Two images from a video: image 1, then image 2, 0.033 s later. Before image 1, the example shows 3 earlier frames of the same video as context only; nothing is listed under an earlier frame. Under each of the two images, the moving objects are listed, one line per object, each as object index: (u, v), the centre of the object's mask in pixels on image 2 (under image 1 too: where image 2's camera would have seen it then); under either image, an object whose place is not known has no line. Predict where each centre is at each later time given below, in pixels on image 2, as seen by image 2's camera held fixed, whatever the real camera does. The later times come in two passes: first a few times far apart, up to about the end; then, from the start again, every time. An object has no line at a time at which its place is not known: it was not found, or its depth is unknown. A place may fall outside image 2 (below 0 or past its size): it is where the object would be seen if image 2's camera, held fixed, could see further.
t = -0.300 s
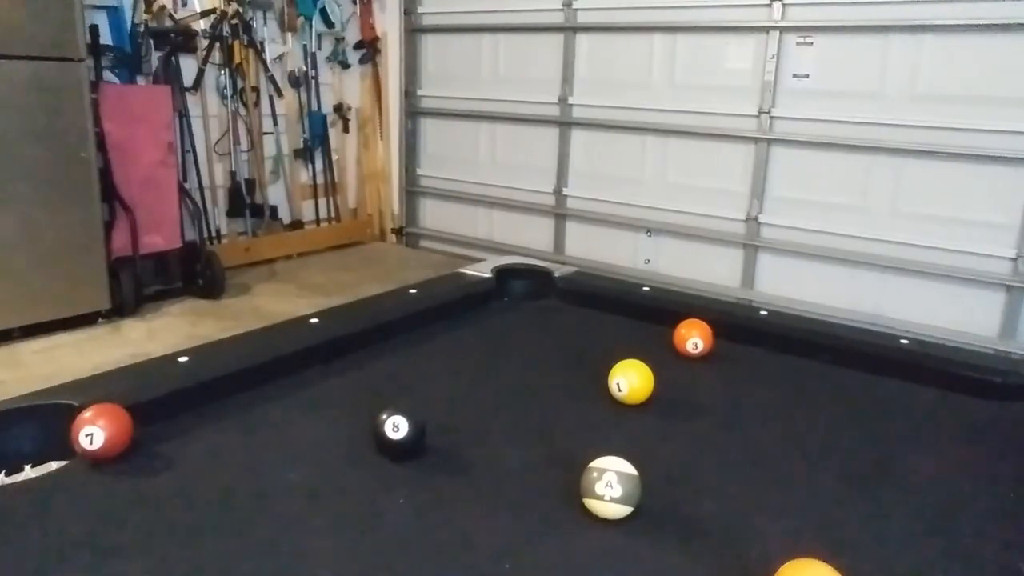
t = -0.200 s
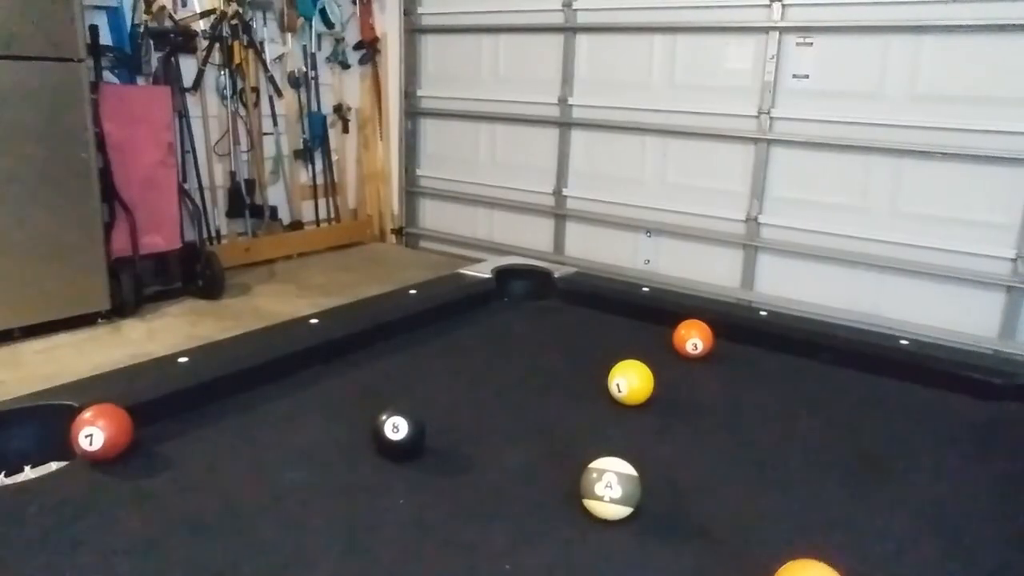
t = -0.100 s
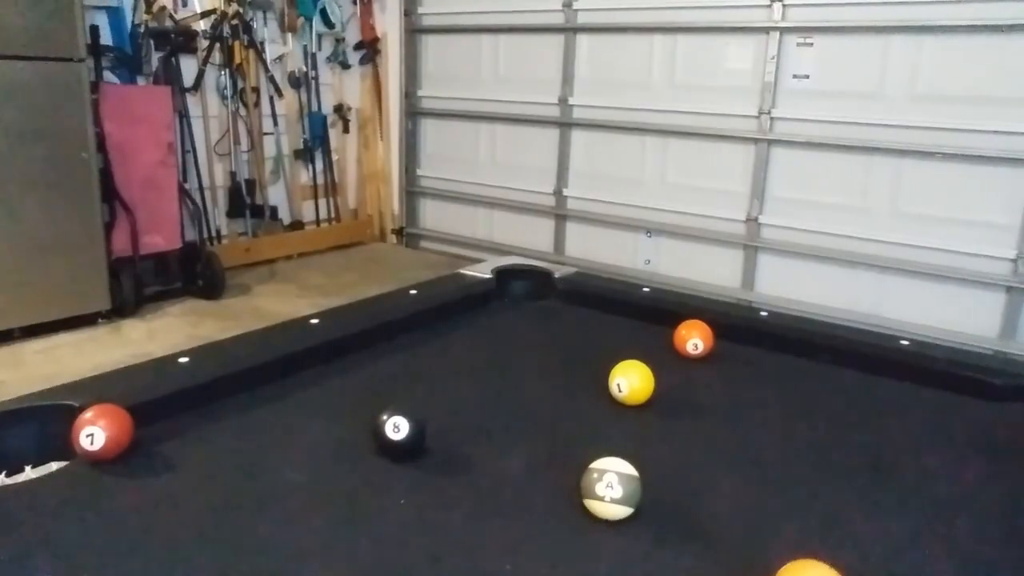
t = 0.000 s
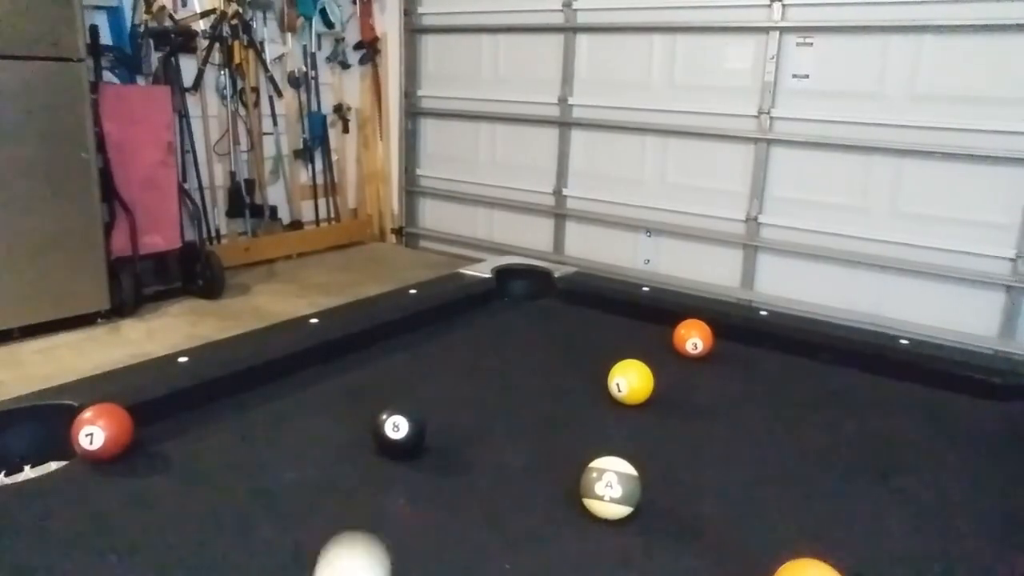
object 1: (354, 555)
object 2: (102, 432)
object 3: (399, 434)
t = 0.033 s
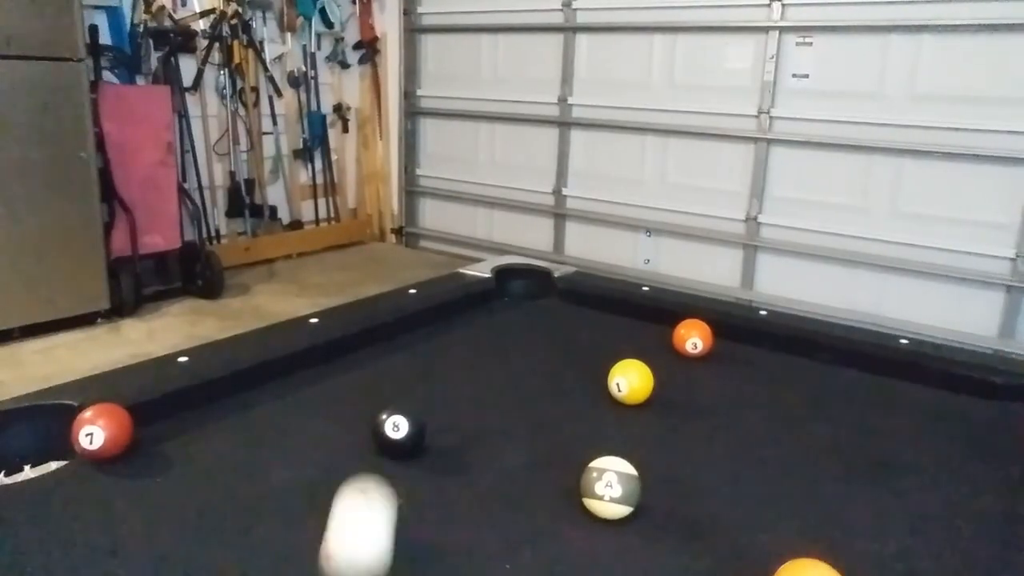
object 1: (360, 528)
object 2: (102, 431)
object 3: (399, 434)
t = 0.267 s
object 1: (240, 431)
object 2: (102, 431)
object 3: (509, 329)
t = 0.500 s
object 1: (160, 420)
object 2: (62, 438)
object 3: (515, 288)
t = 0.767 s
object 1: (163, 437)
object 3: (541, 285)
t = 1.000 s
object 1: (168, 450)
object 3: (530, 288)
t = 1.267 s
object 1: (180, 461)
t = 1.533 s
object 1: (191, 466)
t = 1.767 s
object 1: (200, 468)
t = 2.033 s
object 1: (209, 470)
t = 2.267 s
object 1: (216, 469)
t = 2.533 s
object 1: (218, 469)
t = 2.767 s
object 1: (217, 469)
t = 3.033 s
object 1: (217, 470)
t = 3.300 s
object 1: (218, 470)
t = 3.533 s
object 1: (217, 469)
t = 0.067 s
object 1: (369, 480)
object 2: (102, 431)
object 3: (404, 430)
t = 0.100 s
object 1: (360, 452)
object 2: (102, 431)
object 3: (411, 417)
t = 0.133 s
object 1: (333, 446)
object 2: (102, 431)
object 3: (440, 391)
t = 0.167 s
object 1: (308, 442)
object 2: (102, 431)
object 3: (463, 372)
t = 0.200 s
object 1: (285, 438)
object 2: (102, 431)
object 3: (481, 358)
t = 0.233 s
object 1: (262, 434)
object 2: (102, 431)
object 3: (495, 341)
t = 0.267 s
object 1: (240, 431)
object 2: (102, 431)
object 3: (509, 329)
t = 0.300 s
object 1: (219, 428)
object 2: (102, 431)
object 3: (524, 316)
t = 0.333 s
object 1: (198, 424)
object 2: (102, 431)
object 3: (534, 309)
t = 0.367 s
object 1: (178, 420)
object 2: (102, 431)
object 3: (541, 298)
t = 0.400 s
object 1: (163, 416)
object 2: (98, 432)
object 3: (550, 292)
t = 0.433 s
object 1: (159, 414)
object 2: (84, 434)
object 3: (531, 288)
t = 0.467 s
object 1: (160, 417)
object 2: (73, 436)
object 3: (520, 289)
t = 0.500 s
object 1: (160, 420)
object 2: (62, 438)
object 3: (515, 288)
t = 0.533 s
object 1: (160, 423)
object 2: (51, 440)
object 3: (520, 288)
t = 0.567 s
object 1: (161, 424)
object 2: (40, 443)
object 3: (527, 287)
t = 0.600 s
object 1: (161, 427)
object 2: (30, 446)
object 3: (532, 287)
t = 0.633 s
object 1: (161, 429)
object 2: (24, 451)
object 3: (537, 287)
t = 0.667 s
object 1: (161, 431)
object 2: (16, 459)
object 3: (541, 286)
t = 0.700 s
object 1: (162, 434)
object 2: (11, 469)
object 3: (544, 286)
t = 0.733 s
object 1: (162, 435)
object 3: (542, 286)
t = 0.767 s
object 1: (163, 437)
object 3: (541, 285)
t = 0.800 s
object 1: (163, 439)
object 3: (539, 285)
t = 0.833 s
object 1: (164, 441)
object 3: (538, 284)
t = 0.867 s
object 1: (165, 443)
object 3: (537, 284)
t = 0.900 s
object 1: (166, 445)
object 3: (536, 283)
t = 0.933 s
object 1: (167, 447)
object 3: (535, 283)
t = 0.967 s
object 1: (168, 449)
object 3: (531, 283)
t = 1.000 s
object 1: (168, 450)
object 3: (530, 288)
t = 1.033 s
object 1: (170, 452)
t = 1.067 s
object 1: (171, 453)
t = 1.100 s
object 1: (172, 454)
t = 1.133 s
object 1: (173, 456)
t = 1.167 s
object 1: (175, 457)
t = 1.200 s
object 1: (180, 459)
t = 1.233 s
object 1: (179, 460)
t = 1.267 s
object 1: (180, 461)
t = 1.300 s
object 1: (181, 462)
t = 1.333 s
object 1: (182, 462)
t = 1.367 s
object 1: (184, 464)
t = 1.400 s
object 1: (184, 464)
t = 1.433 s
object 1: (186, 465)
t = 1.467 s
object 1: (188, 465)
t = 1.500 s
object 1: (189, 466)
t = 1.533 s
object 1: (191, 466)
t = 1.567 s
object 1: (192, 467)
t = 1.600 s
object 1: (194, 467)
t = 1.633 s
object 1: (195, 468)
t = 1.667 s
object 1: (196, 468)
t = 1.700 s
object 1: (197, 468)
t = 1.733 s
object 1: (199, 468)
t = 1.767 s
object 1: (200, 468)
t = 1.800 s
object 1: (201, 469)
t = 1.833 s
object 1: (203, 469)
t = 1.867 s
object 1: (204, 469)
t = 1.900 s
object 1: (205, 469)
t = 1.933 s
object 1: (206, 469)
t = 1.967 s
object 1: (207, 470)
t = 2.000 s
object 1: (208, 470)
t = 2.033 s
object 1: (209, 470)
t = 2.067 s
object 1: (211, 470)
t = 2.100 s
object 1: (212, 470)
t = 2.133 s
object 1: (213, 469)
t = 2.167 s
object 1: (213, 470)
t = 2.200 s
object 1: (214, 470)
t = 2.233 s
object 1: (215, 469)
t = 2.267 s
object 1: (216, 469)
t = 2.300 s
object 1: (216, 469)
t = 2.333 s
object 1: (217, 469)
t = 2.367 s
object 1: (217, 469)
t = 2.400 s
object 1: (217, 469)
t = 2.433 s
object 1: (218, 469)
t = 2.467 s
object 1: (218, 470)
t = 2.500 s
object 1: (218, 469)
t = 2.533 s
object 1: (218, 469)
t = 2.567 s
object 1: (218, 469)
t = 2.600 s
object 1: (217, 469)
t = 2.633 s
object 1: (218, 470)
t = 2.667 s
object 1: (217, 470)
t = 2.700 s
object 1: (217, 470)
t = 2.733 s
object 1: (217, 469)
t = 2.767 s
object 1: (217, 469)
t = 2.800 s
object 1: (218, 470)
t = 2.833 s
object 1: (217, 469)
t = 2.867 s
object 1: (218, 470)
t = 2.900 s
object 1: (218, 469)
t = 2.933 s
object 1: (218, 470)
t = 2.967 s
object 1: (217, 470)
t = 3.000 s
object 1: (217, 470)
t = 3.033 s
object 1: (217, 470)
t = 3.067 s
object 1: (217, 470)
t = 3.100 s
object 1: (217, 470)
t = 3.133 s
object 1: (217, 469)
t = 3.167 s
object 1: (217, 470)
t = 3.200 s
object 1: (218, 470)
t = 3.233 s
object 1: (218, 470)
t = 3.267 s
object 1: (218, 470)
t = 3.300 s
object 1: (218, 470)
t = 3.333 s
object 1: (217, 470)
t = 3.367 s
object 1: (218, 470)
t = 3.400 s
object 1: (218, 470)
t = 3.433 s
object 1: (218, 470)
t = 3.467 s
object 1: (218, 470)
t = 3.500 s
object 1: (218, 470)
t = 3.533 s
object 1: (217, 469)
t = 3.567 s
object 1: (217, 469)
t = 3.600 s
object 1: (218, 469)
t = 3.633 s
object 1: (218, 469)
